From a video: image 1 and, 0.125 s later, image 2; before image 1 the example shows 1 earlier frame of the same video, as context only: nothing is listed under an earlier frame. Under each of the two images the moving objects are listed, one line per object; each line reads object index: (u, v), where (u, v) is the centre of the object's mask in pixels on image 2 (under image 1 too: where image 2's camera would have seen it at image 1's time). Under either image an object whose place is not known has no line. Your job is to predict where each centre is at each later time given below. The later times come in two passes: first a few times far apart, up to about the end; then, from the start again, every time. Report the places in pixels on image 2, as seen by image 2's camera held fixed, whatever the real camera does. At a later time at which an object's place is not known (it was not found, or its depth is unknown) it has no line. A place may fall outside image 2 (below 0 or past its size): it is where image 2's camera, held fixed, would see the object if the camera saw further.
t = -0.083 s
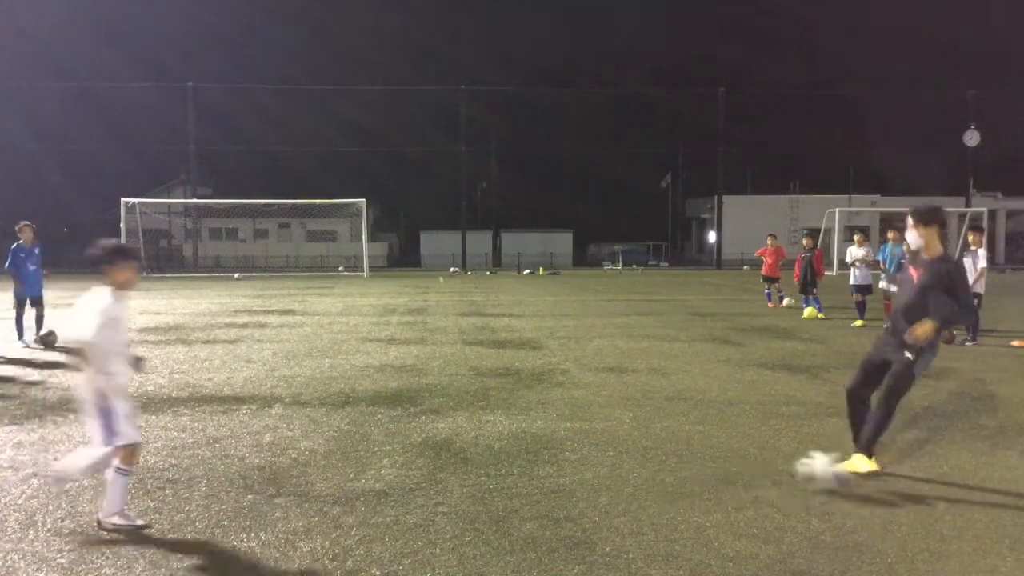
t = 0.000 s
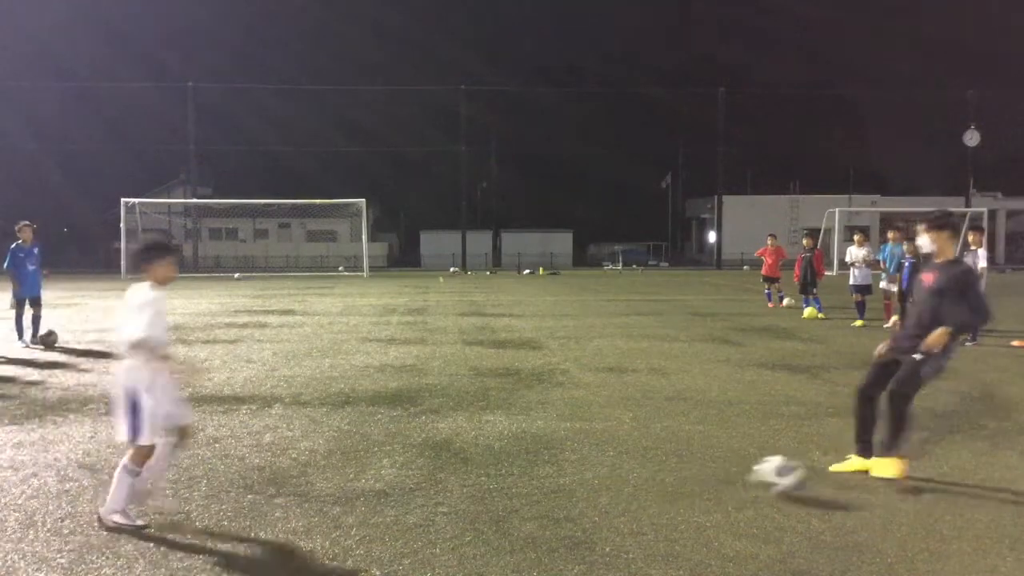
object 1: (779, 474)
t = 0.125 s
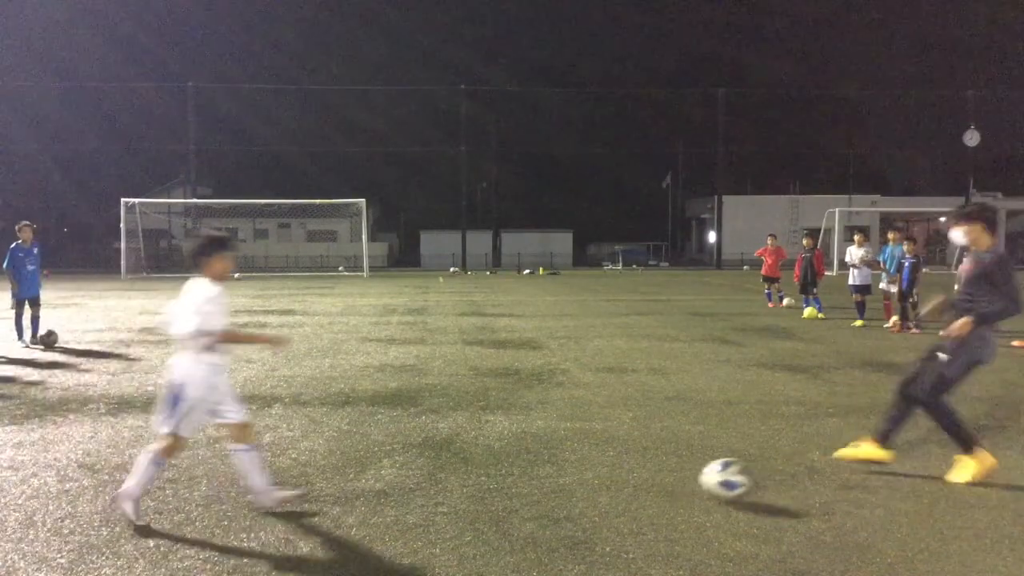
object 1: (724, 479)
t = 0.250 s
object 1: (687, 484)
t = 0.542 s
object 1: (618, 493)
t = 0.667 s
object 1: (587, 496)
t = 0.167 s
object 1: (709, 482)
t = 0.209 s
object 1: (697, 483)
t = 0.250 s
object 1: (687, 484)
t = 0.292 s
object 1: (675, 486)
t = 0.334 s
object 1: (666, 486)
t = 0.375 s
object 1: (657, 487)
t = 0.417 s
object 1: (647, 488)
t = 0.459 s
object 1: (637, 491)
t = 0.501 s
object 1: (627, 491)
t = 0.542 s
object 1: (618, 493)
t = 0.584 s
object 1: (607, 493)
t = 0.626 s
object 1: (597, 494)
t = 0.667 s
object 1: (587, 496)
